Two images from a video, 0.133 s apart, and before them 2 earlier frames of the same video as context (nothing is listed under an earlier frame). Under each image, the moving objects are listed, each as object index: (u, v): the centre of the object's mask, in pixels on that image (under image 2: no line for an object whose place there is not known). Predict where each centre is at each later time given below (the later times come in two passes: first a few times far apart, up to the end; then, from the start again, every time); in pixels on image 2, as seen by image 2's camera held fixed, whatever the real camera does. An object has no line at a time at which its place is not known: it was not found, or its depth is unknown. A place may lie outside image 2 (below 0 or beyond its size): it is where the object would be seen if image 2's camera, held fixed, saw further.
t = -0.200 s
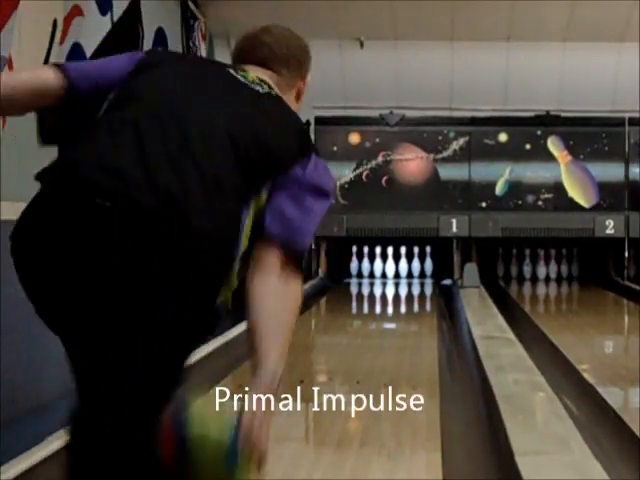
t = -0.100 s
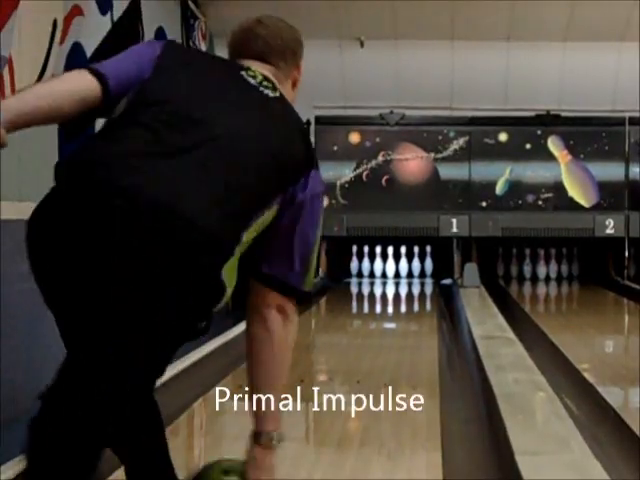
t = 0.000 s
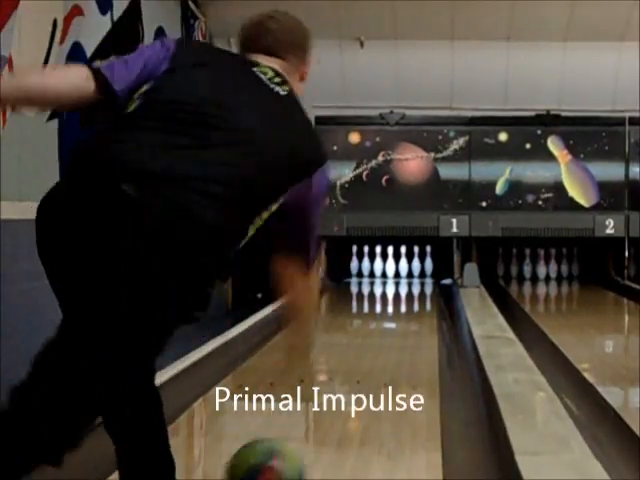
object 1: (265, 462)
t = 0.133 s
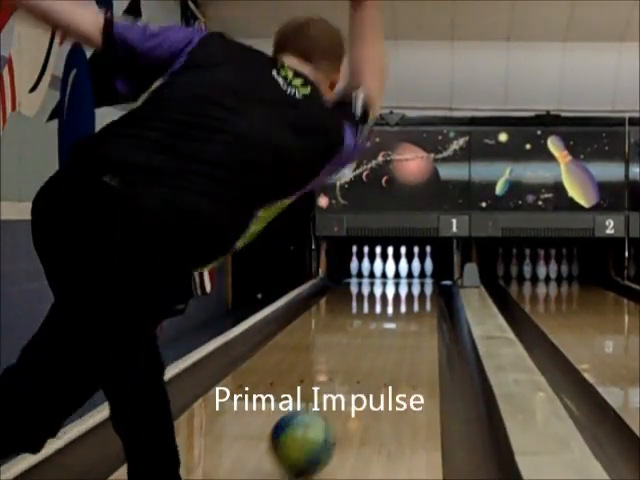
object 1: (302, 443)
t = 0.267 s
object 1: (328, 409)
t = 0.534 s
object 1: (363, 364)
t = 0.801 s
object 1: (384, 336)
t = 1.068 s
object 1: (398, 317)
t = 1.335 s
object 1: (408, 303)
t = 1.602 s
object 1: (413, 292)
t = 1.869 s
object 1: (415, 284)
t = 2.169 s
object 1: (413, 277)
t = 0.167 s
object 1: (309, 433)
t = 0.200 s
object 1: (317, 423)
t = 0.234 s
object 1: (323, 415)
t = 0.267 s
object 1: (328, 409)
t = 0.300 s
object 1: (333, 402)
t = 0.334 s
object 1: (339, 396)
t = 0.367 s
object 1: (343, 388)
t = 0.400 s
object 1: (347, 376)
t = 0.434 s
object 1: (352, 374)
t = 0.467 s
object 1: (356, 371)
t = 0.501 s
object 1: (360, 368)
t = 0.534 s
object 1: (363, 364)
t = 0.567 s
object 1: (366, 359)
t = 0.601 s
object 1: (369, 356)
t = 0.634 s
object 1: (372, 352)
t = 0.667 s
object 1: (375, 349)
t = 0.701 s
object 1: (378, 346)
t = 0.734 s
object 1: (380, 343)
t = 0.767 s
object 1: (382, 339)
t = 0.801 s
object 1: (384, 336)
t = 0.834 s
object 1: (386, 333)
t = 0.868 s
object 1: (388, 330)
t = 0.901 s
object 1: (390, 328)
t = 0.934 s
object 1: (392, 326)
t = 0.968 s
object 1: (393, 323)
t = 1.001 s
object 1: (395, 321)
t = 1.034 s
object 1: (396, 319)
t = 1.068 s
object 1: (398, 317)
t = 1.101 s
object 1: (400, 315)
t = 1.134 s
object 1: (401, 313)
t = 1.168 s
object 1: (402, 311)
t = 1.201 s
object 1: (402, 310)
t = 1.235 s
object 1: (403, 307)
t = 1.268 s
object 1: (405, 306)
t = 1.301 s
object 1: (406, 305)
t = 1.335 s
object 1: (408, 303)
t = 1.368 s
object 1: (407, 302)
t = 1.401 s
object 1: (408, 300)
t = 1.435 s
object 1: (409, 299)
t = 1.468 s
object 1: (410, 297)
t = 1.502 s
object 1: (411, 296)
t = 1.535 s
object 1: (412, 295)
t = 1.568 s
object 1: (412, 293)
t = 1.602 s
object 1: (413, 292)
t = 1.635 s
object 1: (413, 291)
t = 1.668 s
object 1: (414, 290)
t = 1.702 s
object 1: (414, 290)
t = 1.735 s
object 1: (414, 288)
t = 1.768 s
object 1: (414, 287)
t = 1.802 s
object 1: (415, 287)
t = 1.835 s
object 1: (415, 285)
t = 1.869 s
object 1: (415, 284)
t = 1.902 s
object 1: (415, 283)
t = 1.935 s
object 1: (415, 283)
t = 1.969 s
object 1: (415, 282)
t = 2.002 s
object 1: (415, 281)
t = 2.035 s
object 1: (415, 280)
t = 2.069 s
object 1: (414, 279)
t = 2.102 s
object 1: (414, 278)
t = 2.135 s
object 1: (414, 278)
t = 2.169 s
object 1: (413, 277)
